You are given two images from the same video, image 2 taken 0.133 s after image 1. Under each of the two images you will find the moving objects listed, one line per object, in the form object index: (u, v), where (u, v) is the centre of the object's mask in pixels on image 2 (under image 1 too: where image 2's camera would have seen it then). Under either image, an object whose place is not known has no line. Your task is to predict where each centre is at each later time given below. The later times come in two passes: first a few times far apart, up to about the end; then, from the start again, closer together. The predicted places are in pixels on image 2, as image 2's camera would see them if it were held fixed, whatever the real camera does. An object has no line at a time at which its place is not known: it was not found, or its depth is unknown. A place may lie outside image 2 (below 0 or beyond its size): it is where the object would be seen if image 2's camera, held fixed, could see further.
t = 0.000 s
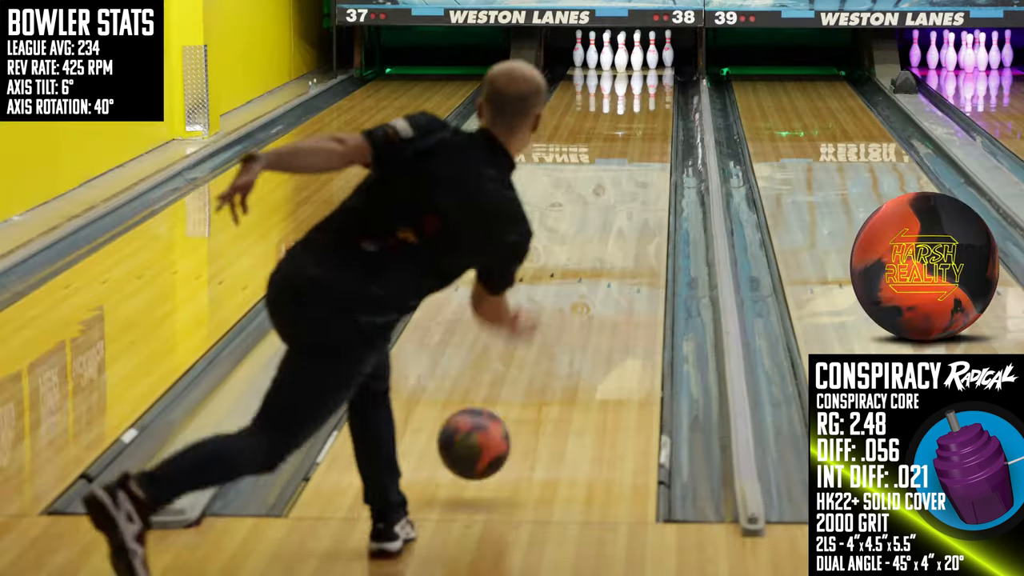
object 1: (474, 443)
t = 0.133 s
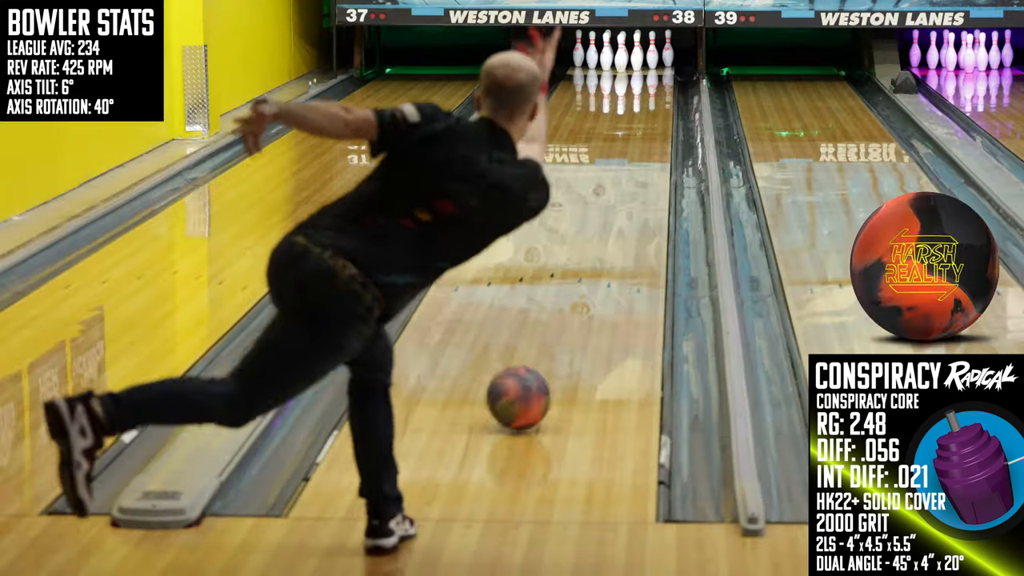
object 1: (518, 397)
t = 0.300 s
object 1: (560, 333)
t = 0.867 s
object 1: (642, 199)
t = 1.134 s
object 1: (658, 160)
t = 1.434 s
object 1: (665, 129)
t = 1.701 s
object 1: (662, 107)
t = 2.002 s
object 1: (651, 88)
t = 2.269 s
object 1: (637, 74)
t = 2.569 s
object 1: (625, 61)
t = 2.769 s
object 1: (612, 56)
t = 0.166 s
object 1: (528, 385)
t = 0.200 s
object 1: (536, 371)
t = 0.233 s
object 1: (545, 357)
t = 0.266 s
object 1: (552, 344)
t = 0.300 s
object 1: (560, 333)
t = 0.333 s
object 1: (567, 322)
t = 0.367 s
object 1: (574, 312)
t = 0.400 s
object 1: (580, 302)
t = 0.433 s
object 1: (586, 292)
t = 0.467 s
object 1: (592, 282)
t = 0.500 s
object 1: (597, 274)
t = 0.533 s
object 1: (602, 266)
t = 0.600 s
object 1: (613, 250)
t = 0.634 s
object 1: (617, 243)
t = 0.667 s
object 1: (621, 236)
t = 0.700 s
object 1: (625, 229)
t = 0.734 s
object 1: (629, 222)
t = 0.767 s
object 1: (633, 216)
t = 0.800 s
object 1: (636, 210)
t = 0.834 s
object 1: (639, 204)
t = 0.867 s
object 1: (642, 199)
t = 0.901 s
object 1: (645, 193)
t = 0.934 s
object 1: (647, 188)
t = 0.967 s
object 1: (649, 183)
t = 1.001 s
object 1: (652, 178)
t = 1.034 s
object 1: (653, 174)
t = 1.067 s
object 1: (655, 169)
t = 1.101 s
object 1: (657, 165)
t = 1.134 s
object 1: (658, 160)
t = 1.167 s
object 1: (659, 157)
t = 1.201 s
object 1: (660, 152)
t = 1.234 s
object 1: (661, 149)
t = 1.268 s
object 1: (662, 145)
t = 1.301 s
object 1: (663, 142)
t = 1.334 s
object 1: (664, 139)
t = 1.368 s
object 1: (664, 135)
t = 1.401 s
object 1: (664, 132)
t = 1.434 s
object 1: (665, 129)
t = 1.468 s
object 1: (665, 126)
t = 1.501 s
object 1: (665, 122)
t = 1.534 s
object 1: (665, 120)
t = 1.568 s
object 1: (664, 117)
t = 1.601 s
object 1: (665, 115)
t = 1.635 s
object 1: (664, 112)
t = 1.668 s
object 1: (663, 109)
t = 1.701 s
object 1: (662, 107)
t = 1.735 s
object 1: (662, 104)
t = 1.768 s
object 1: (661, 102)
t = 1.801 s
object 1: (661, 99)
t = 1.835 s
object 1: (659, 98)
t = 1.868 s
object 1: (658, 96)
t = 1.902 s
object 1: (657, 94)
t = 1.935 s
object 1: (655, 92)
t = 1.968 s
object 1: (654, 90)
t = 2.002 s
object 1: (651, 88)
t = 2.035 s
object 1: (649, 86)
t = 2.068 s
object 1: (647, 84)
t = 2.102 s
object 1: (645, 82)
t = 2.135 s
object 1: (644, 81)
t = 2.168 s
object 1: (642, 79)
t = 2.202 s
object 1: (640, 77)
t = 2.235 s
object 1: (638, 75)
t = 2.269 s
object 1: (637, 74)
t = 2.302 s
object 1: (636, 72)
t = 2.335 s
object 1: (634, 70)
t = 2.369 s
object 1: (632, 69)
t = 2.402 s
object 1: (630, 67)
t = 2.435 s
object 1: (629, 65)
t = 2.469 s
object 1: (627, 64)
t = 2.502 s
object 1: (625, 63)
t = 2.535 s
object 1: (625, 62)
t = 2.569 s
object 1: (625, 61)
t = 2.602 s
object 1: (624, 60)
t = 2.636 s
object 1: (622, 59)
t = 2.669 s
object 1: (620, 58)
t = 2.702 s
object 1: (618, 57)
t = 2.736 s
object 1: (615, 57)
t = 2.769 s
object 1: (612, 56)
